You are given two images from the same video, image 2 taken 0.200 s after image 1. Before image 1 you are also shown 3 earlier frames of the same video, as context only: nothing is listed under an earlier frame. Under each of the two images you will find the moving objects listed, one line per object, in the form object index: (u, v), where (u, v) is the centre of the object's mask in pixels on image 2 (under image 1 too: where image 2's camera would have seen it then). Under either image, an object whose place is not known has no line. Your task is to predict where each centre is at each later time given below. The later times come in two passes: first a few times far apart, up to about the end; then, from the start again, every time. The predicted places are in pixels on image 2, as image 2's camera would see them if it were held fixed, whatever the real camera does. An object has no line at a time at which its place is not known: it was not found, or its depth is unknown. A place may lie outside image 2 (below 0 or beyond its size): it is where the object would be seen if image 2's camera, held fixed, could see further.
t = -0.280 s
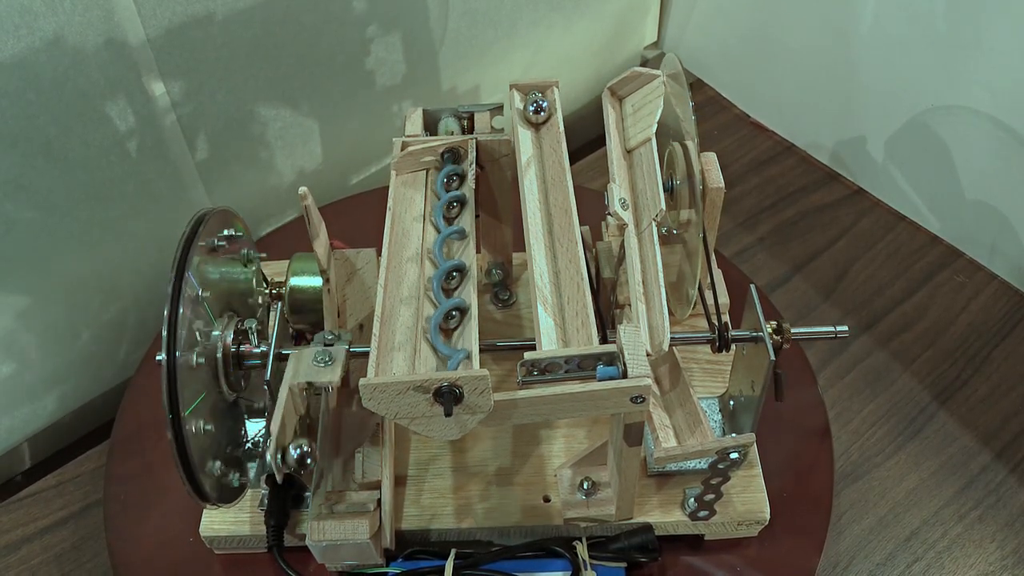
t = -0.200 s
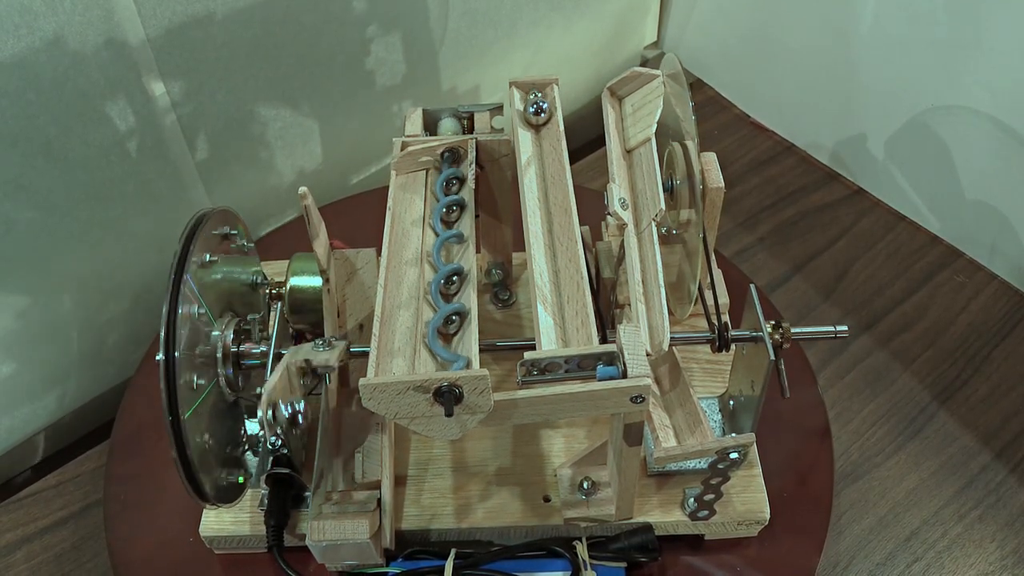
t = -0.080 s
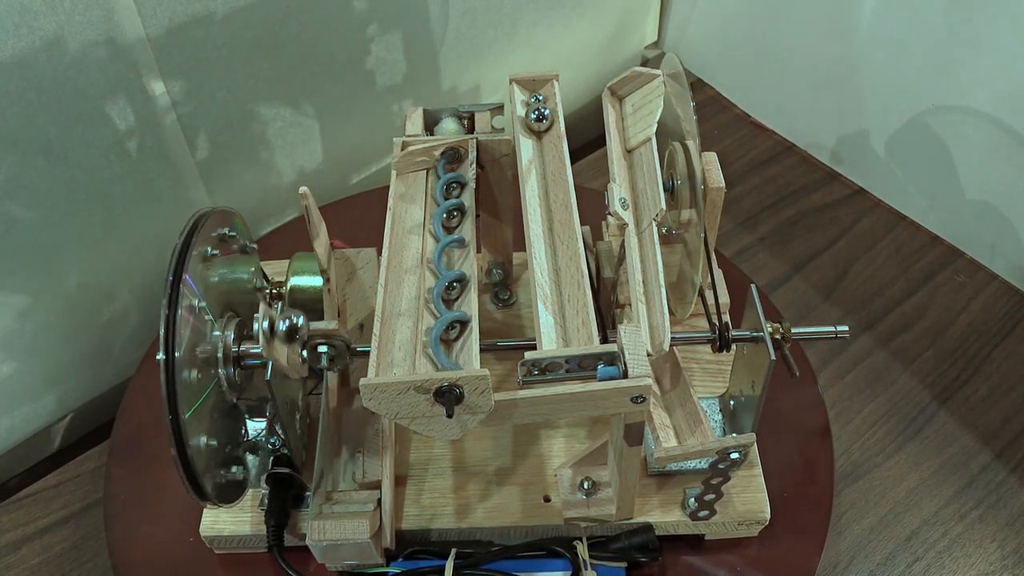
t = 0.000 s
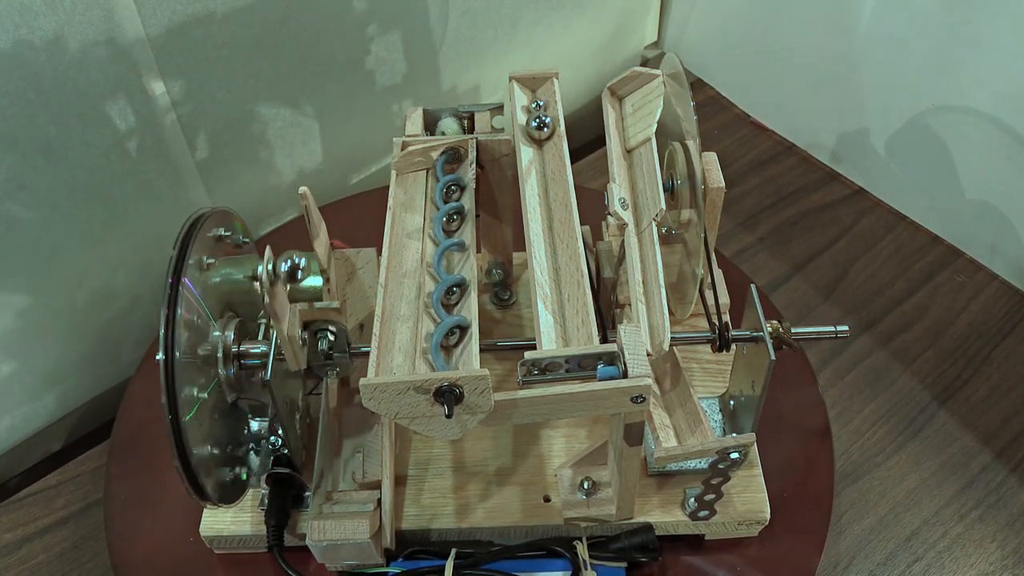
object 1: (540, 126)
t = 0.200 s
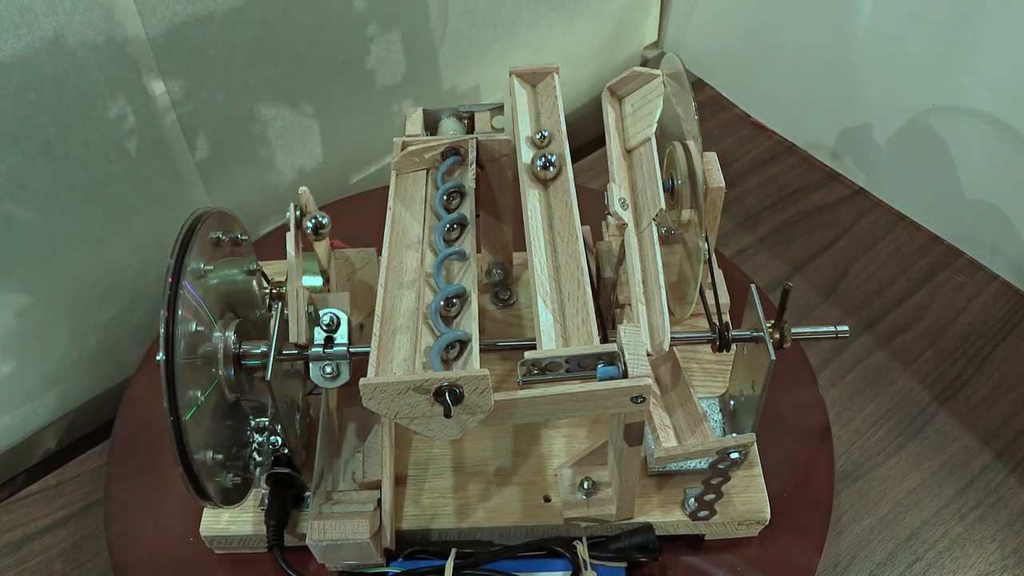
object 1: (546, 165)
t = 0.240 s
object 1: (547, 178)
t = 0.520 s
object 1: (566, 316)
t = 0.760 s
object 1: (567, 332)
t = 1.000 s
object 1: (567, 332)
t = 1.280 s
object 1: (566, 332)
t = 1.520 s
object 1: (566, 332)
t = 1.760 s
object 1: (567, 333)
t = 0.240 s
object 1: (547, 178)
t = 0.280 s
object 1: (549, 191)
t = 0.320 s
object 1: (551, 207)
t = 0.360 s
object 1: (553, 224)
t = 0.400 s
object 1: (556, 243)
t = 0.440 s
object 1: (559, 265)
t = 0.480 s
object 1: (563, 288)
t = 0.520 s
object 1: (566, 316)
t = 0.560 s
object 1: (568, 332)
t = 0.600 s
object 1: (568, 332)
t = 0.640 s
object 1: (567, 332)
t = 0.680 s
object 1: (567, 332)
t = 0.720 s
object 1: (567, 332)
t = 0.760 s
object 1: (567, 332)
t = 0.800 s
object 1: (567, 332)
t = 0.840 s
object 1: (567, 332)
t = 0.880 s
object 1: (567, 332)
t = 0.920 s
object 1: (567, 332)
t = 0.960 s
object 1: (567, 331)
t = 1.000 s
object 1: (567, 332)
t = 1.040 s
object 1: (567, 332)
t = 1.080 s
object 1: (567, 332)
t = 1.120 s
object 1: (567, 332)
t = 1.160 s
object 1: (566, 332)
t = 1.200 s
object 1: (566, 332)
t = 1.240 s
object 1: (566, 332)
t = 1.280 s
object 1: (566, 332)
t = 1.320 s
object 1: (566, 332)
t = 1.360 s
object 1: (566, 332)
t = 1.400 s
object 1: (566, 332)
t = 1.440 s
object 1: (567, 332)
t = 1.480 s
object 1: (567, 332)
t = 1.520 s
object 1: (566, 332)
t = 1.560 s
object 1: (567, 332)
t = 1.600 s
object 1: (567, 332)
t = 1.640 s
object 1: (567, 333)
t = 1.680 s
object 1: (566, 333)
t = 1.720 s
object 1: (567, 333)
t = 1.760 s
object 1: (567, 333)
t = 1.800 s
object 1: (567, 333)
